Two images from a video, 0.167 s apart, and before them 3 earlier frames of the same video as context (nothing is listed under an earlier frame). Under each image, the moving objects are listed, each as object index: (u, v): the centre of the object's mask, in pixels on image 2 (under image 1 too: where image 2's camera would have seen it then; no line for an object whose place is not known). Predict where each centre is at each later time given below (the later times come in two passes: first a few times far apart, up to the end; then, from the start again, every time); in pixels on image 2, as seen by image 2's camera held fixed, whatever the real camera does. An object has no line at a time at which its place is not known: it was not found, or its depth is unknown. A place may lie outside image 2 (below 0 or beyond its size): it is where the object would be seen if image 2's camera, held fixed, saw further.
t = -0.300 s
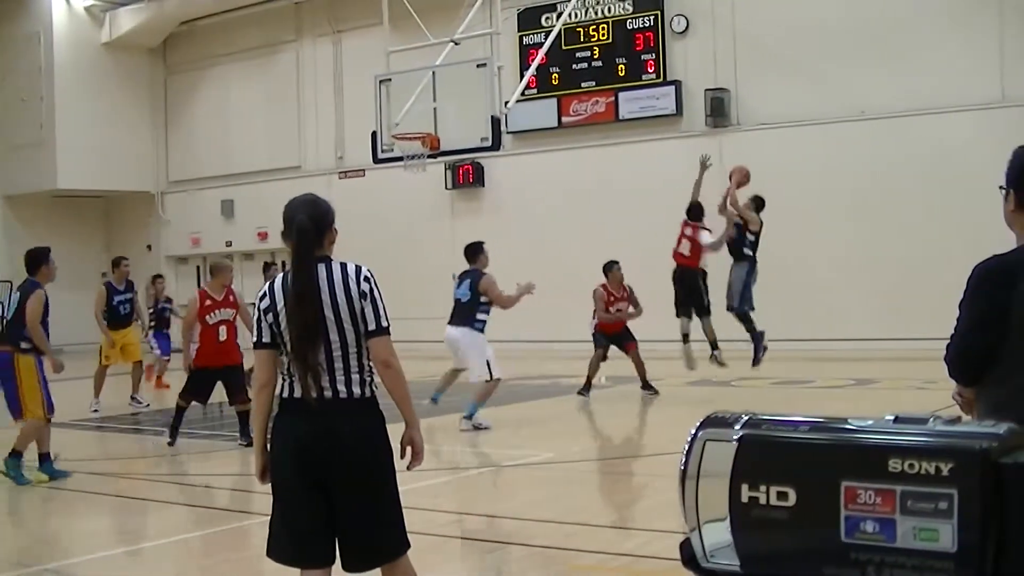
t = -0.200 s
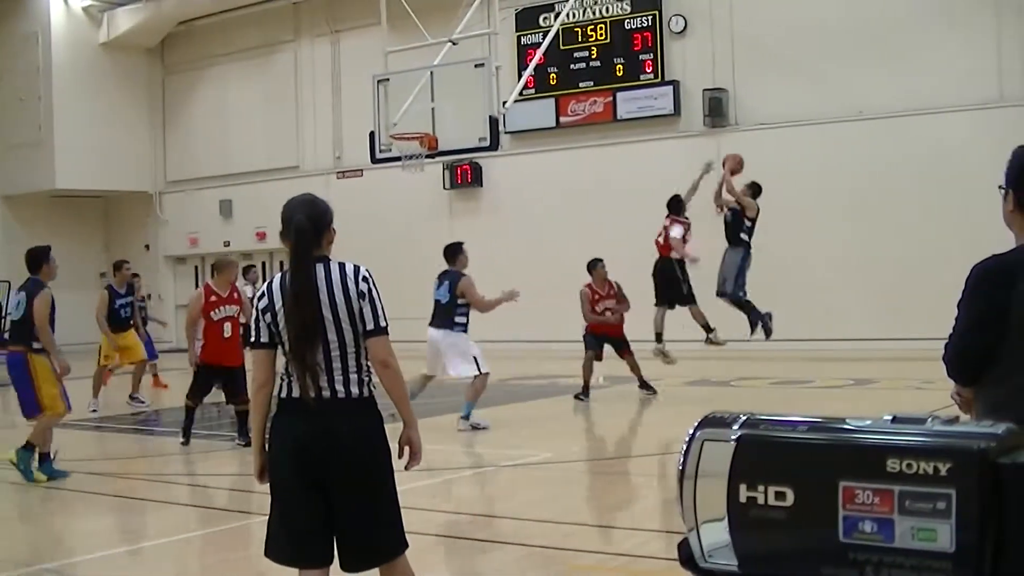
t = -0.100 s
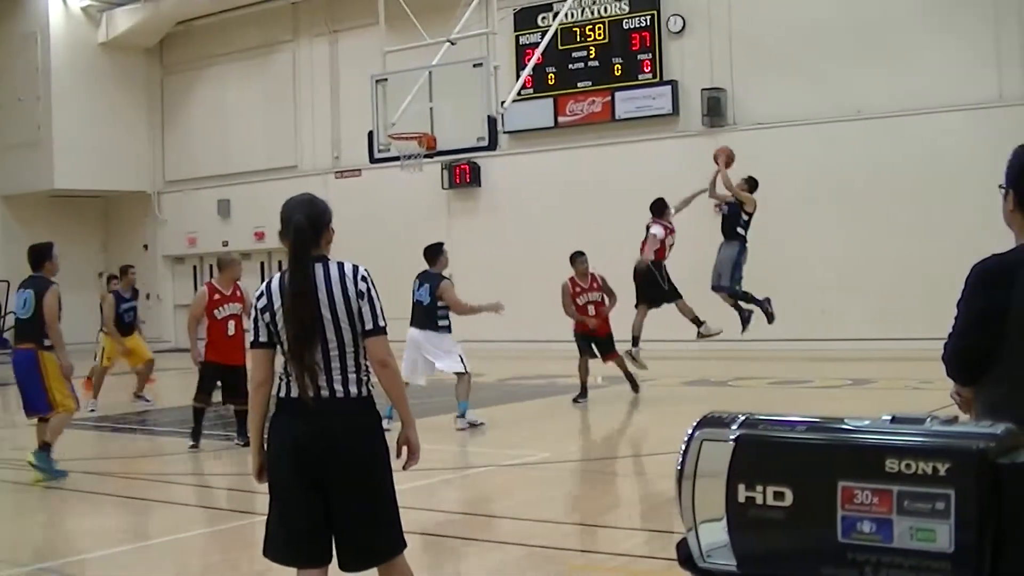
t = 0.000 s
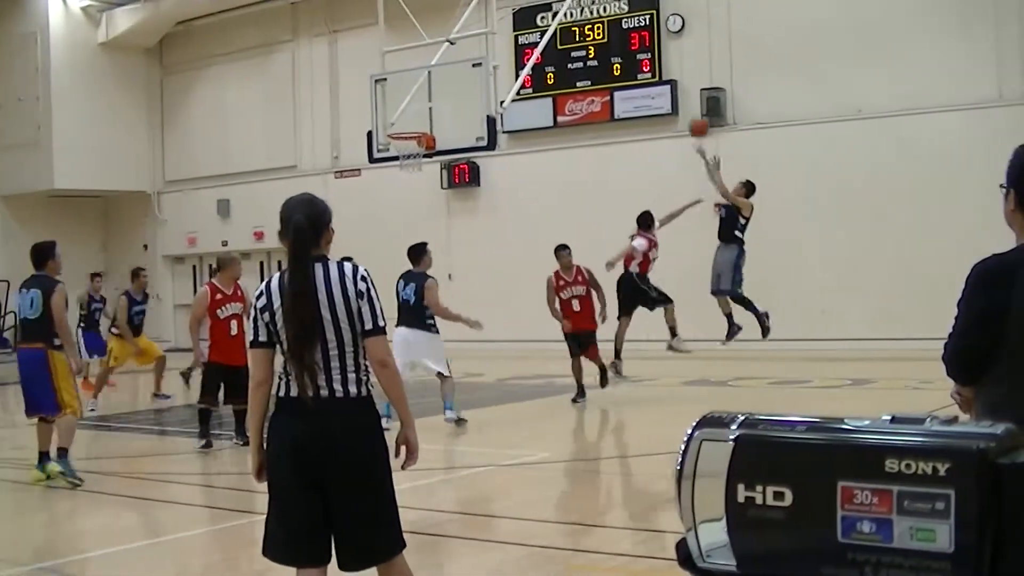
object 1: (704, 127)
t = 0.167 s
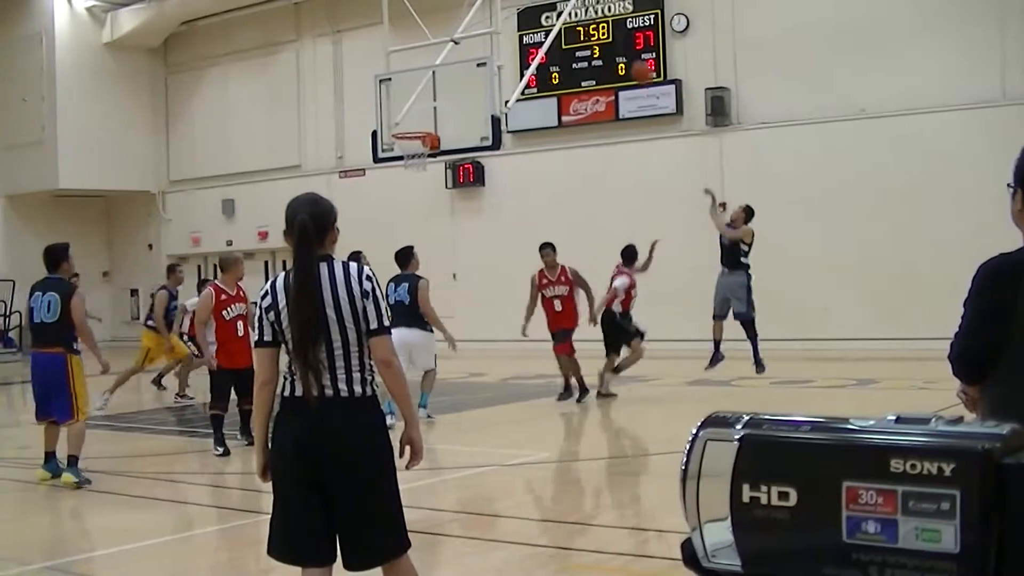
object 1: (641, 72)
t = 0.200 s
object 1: (630, 64)
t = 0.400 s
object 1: (560, 40)
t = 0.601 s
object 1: (495, 48)
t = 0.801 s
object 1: (434, 89)
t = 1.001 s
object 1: (421, 123)
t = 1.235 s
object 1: (462, 119)
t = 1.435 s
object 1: (475, 142)
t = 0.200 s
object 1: (630, 64)
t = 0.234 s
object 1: (617, 57)
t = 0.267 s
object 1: (607, 52)
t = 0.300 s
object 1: (593, 47)
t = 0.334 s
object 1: (582, 43)
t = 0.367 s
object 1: (570, 41)
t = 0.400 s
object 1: (560, 40)
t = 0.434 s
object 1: (549, 38)
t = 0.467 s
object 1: (537, 38)
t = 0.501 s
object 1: (526, 39)
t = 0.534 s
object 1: (515, 42)
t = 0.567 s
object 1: (505, 44)
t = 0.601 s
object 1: (495, 48)
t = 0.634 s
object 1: (484, 53)
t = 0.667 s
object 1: (475, 59)
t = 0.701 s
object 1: (464, 65)
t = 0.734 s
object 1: (454, 72)
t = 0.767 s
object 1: (444, 80)
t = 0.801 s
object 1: (434, 89)
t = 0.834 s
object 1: (425, 99)
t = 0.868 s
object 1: (415, 110)
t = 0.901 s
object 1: (405, 121)
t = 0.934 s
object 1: (401, 128)
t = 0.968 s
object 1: (411, 126)
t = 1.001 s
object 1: (421, 123)
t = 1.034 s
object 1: (431, 122)
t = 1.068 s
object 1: (438, 120)
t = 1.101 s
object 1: (446, 119)
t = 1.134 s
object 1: (453, 119)
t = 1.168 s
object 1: (458, 119)
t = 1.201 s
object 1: (460, 119)
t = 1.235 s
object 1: (462, 119)
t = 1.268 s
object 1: (464, 121)
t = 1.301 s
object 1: (466, 123)
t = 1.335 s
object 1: (468, 126)
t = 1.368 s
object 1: (470, 131)
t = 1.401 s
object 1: (472, 136)
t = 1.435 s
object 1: (475, 142)
